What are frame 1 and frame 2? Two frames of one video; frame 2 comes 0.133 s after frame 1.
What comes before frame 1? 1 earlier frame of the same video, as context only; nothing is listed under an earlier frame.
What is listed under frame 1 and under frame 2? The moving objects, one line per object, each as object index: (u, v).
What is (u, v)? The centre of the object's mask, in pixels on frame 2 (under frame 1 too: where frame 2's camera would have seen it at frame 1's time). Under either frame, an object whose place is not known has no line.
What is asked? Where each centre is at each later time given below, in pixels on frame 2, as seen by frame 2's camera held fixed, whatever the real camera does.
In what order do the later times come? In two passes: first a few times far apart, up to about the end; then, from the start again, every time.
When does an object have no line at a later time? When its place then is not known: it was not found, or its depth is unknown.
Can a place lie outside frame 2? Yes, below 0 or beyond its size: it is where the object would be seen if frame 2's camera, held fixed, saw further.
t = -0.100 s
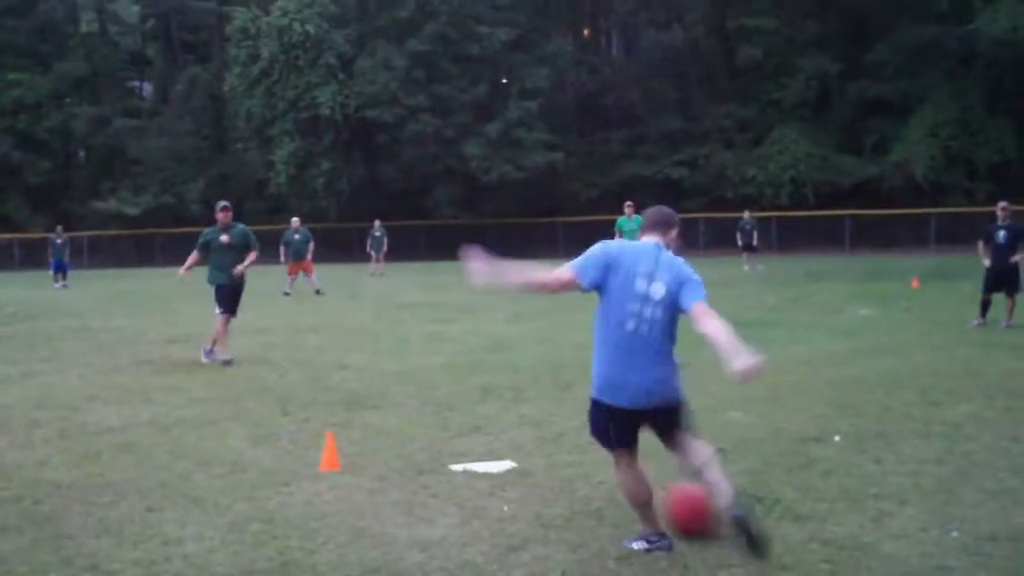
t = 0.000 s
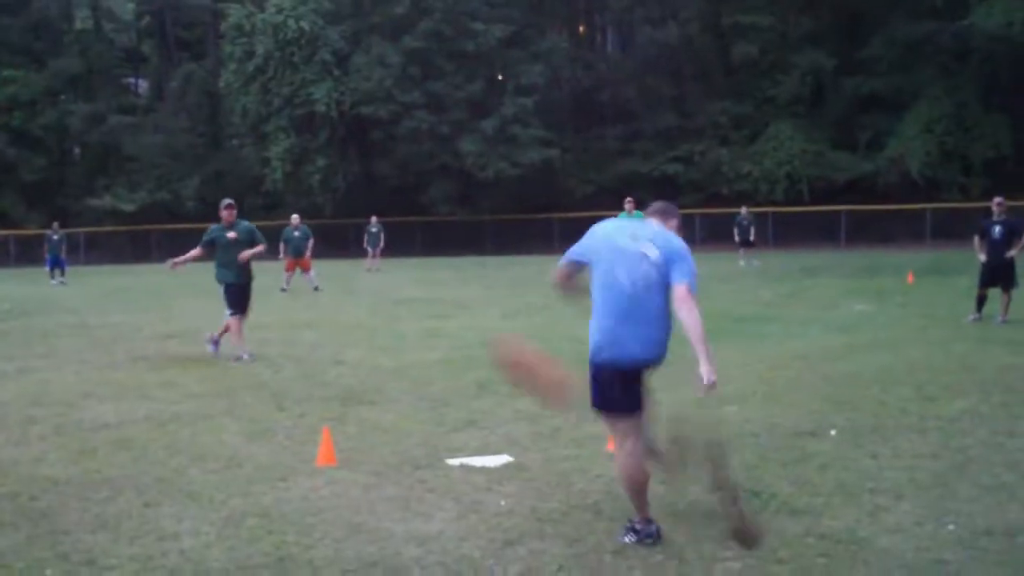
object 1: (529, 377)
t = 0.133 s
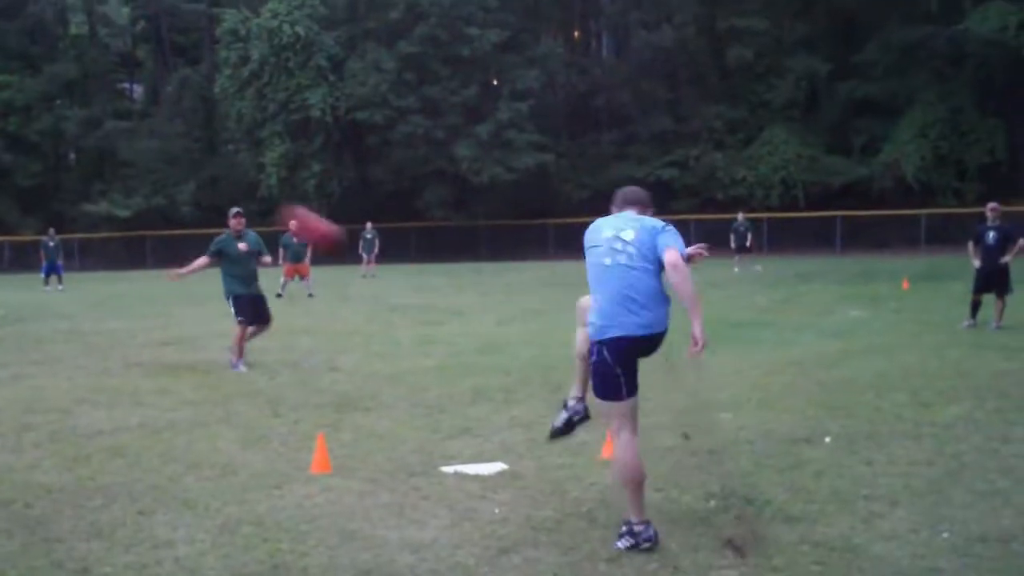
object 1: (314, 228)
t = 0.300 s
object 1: (149, 137)
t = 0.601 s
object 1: (4, 96)
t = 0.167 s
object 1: (269, 203)
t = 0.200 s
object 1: (234, 182)
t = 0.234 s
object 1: (203, 164)
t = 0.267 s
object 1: (176, 149)
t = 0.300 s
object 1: (149, 137)
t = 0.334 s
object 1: (127, 127)
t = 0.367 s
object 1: (106, 119)
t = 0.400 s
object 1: (88, 113)
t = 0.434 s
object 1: (68, 106)
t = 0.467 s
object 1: (53, 102)
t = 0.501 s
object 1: (40, 99)
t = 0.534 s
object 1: (27, 97)
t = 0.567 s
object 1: (16, 96)
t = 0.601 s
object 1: (4, 96)
